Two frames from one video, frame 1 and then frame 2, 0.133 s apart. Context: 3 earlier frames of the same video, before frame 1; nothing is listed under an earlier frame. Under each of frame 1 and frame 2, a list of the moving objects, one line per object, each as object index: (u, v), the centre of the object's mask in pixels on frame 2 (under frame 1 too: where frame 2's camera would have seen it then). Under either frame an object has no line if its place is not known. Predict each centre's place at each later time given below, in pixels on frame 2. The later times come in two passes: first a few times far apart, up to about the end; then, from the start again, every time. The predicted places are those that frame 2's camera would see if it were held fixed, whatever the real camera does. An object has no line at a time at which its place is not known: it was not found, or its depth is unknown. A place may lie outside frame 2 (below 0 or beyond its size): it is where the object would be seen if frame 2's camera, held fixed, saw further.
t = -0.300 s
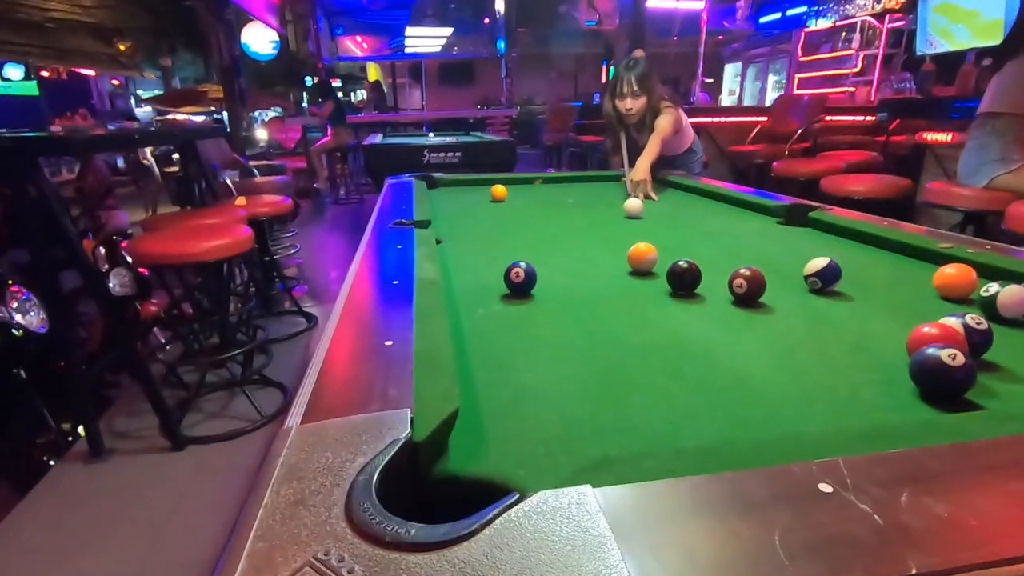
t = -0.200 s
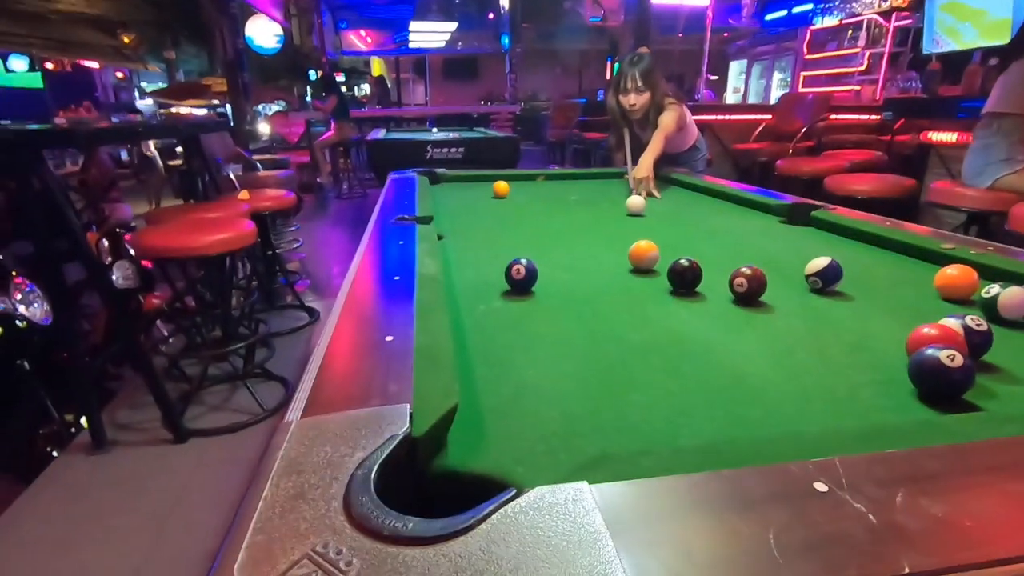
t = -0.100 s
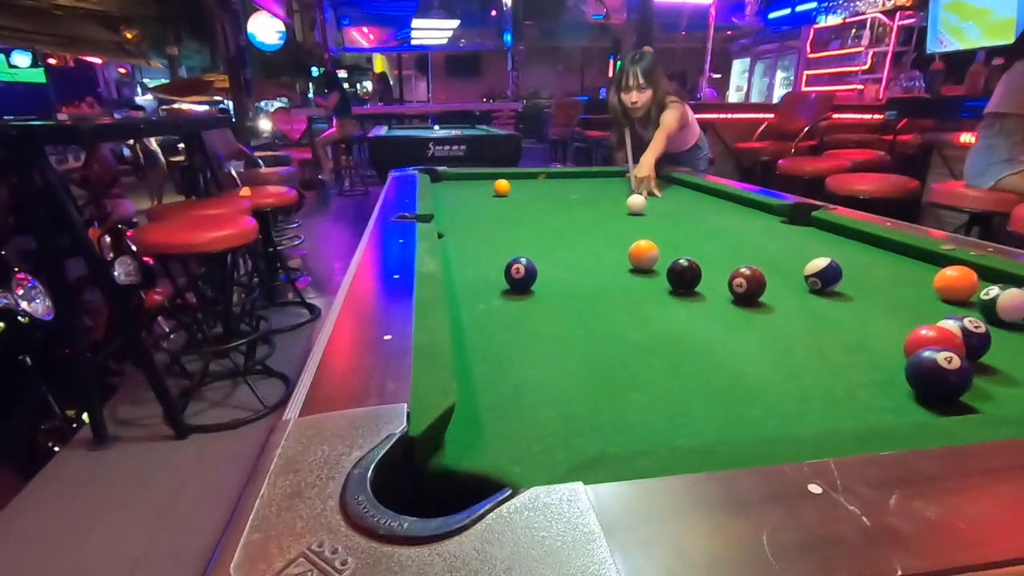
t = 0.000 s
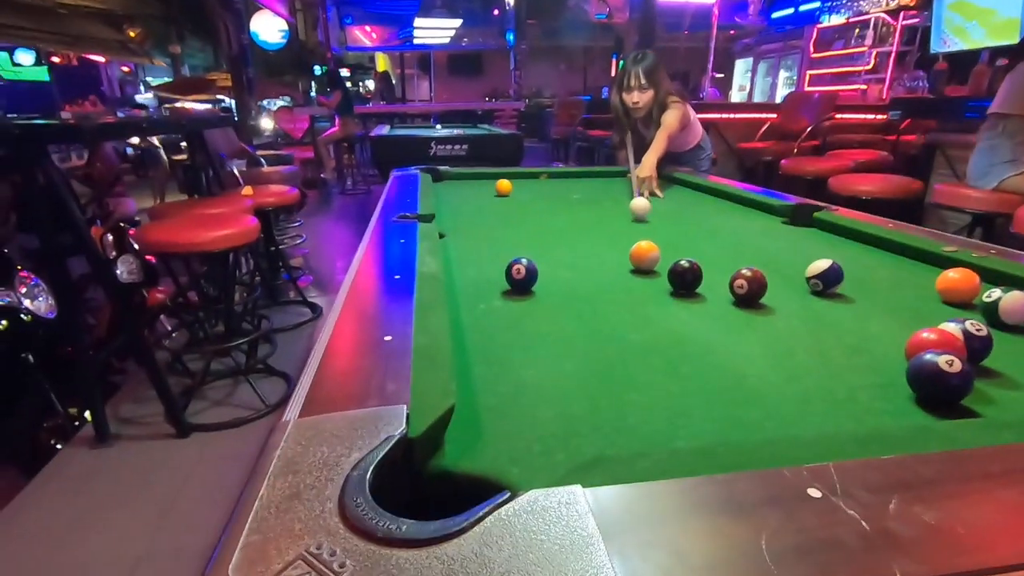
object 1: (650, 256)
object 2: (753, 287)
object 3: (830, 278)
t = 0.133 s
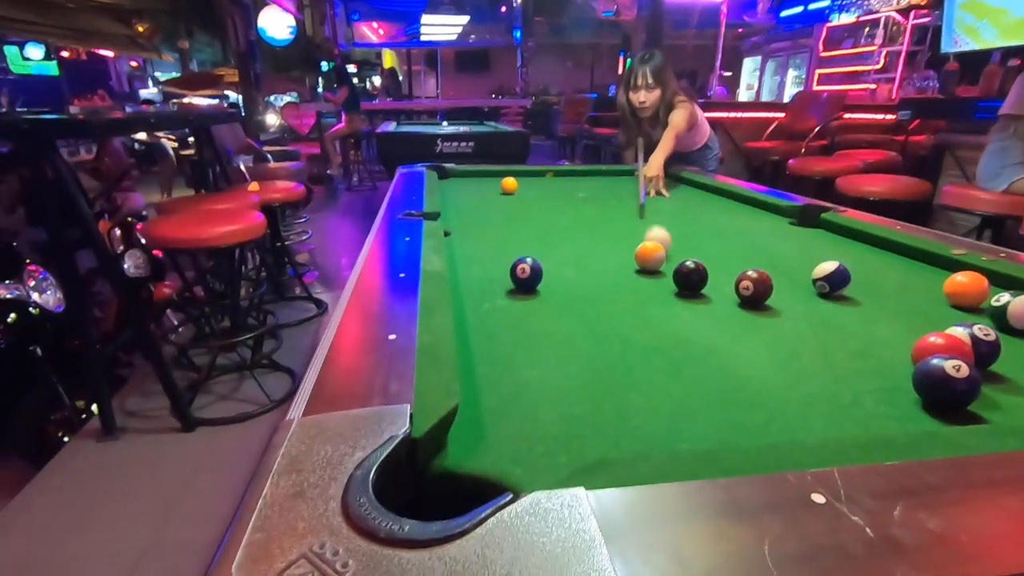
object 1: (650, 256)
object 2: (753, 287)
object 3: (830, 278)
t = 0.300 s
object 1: (588, 299)
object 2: (753, 287)
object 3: (830, 278)
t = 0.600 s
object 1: (574, 425)
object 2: (753, 287)
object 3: (849, 270)
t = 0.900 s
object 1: (690, 364)
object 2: (753, 287)
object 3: (883, 276)
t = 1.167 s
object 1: (742, 316)
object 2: (754, 284)
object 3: (908, 275)
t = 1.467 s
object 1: (788, 296)
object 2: (747, 274)
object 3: (929, 274)
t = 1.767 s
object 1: (831, 291)
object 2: (739, 257)
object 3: (941, 270)
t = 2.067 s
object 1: (863, 286)
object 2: (732, 244)
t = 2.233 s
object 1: (878, 283)
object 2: (728, 238)
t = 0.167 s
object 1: (646, 257)
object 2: (753, 287)
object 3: (830, 278)
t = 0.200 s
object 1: (634, 268)
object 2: (753, 287)
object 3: (830, 278)
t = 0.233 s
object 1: (619, 277)
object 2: (753, 287)
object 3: (830, 278)
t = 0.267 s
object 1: (604, 288)
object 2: (753, 287)
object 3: (830, 278)
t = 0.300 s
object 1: (588, 299)
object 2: (753, 287)
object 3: (830, 278)
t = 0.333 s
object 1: (570, 311)
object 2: (753, 287)
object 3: (830, 278)
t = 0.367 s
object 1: (551, 324)
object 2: (754, 287)
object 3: (830, 278)
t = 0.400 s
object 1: (531, 338)
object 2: (753, 287)
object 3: (830, 278)
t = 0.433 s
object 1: (509, 354)
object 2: (753, 287)
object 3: (830, 278)
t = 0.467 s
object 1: (487, 372)
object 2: (753, 287)
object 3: (831, 278)
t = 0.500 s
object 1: (504, 383)
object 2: (753, 287)
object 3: (838, 276)
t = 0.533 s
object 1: (527, 396)
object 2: (753, 287)
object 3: (845, 273)
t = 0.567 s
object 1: (550, 410)
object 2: (753, 287)
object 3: (847, 270)
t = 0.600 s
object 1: (574, 425)
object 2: (753, 287)
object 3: (849, 270)
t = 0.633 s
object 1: (599, 433)
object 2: (753, 287)
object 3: (852, 272)
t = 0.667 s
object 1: (617, 427)
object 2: (753, 287)
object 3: (856, 275)
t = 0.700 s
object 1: (630, 417)
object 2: (753, 287)
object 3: (860, 277)
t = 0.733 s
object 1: (642, 408)
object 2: (753, 287)
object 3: (865, 277)
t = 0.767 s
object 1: (653, 398)
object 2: (753, 287)
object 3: (869, 277)
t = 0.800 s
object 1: (663, 388)
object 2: (753, 287)
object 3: (872, 277)
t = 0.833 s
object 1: (673, 380)
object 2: (753, 287)
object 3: (876, 276)
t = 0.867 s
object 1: (682, 372)
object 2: (753, 287)
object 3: (880, 276)
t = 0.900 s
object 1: (690, 364)
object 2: (753, 287)
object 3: (883, 276)
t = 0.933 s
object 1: (699, 357)
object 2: (753, 287)
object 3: (887, 276)
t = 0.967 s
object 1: (706, 351)
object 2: (753, 287)
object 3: (890, 276)
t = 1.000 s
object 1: (713, 344)
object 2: (753, 287)
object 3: (893, 276)
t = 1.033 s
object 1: (720, 337)
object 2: (753, 287)
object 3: (897, 275)
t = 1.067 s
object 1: (726, 332)
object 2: (753, 287)
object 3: (901, 274)
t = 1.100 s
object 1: (731, 326)
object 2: (753, 287)
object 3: (903, 275)
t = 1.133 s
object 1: (737, 322)
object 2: (754, 286)
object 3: (905, 275)
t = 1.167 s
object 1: (742, 316)
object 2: (754, 284)
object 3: (908, 275)
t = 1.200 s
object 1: (747, 312)
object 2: (754, 282)
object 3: (910, 275)
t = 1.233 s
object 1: (752, 307)
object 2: (754, 280)
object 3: (913, 274)
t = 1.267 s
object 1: (757, 303)
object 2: (752, 279)
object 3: (916, 274)
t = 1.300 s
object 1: (761, 299)
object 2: (749, 278)
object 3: (918, 274)
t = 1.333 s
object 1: (766, 299)
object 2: (748, 279)
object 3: (920, 274)
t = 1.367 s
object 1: (772, 298)
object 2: (748, 278)
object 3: (923, 274)
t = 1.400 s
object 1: (777, 297)
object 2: (748, 277)
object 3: (925, 273)
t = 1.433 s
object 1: (783, 297)
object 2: (748, 276)
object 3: (927, 273)
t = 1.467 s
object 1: (788, 296)
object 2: (747, 274)
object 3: (929, 274)
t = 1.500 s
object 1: (794, 295)
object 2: (746, 272)
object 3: (931, 273)
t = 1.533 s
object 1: (799, 295)
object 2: (745, 270)
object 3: (932, 273)
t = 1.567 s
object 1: (804, 294)
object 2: (744, 268)
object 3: (934, 272)
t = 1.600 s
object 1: (809, 294)
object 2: (743, 266)
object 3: (935, 272)
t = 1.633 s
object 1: (813, 293)
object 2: (742, 264)
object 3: (936, 271)
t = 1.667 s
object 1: (818, 293)
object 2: (741, 262)
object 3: (938, 271)
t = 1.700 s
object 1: (822, 292)
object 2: (741, 260)
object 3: (939, 271)
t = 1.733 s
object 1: (826, 291)
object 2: (739, 259)
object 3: (941, 270)
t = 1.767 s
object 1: (831, 291)
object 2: (739, 257)
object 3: (941, 270)
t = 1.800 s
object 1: (835, 290)
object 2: (738, 255)
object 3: (943, 269)
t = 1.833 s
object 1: (839, 290)
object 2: (737, 254)
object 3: (944, 269)
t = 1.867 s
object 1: (843, 289)
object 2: (736, 252)
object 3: (946, 269)
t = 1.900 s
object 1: (846, 289)
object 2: (735, 251)
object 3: (947, 268)
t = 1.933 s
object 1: (850, 288)
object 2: (734, 249)
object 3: (948, 268)
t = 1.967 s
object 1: (854, 288)
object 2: (734, 248)
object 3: (949, 268)
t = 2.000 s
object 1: (857, 287)
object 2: (733, 247)
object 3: (950, 267)
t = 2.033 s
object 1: (860, 286)
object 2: (732, 246)
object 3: (951, 267)
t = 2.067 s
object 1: (863, 286)
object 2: (732, 244)
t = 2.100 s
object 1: (866, 285)
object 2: (731, 243)
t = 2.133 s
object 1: (869, 285)
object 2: (730, 242)
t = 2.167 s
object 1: (873, 284)
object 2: (729, 240)
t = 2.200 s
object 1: (876, 284)
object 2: (729, 239)
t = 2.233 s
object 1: (878, 283)
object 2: (728, 238)
